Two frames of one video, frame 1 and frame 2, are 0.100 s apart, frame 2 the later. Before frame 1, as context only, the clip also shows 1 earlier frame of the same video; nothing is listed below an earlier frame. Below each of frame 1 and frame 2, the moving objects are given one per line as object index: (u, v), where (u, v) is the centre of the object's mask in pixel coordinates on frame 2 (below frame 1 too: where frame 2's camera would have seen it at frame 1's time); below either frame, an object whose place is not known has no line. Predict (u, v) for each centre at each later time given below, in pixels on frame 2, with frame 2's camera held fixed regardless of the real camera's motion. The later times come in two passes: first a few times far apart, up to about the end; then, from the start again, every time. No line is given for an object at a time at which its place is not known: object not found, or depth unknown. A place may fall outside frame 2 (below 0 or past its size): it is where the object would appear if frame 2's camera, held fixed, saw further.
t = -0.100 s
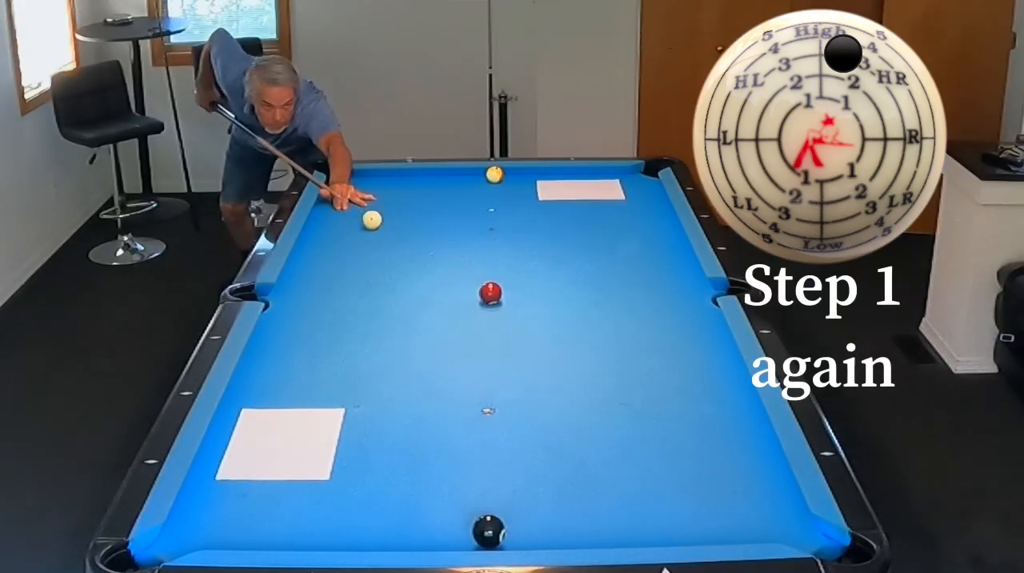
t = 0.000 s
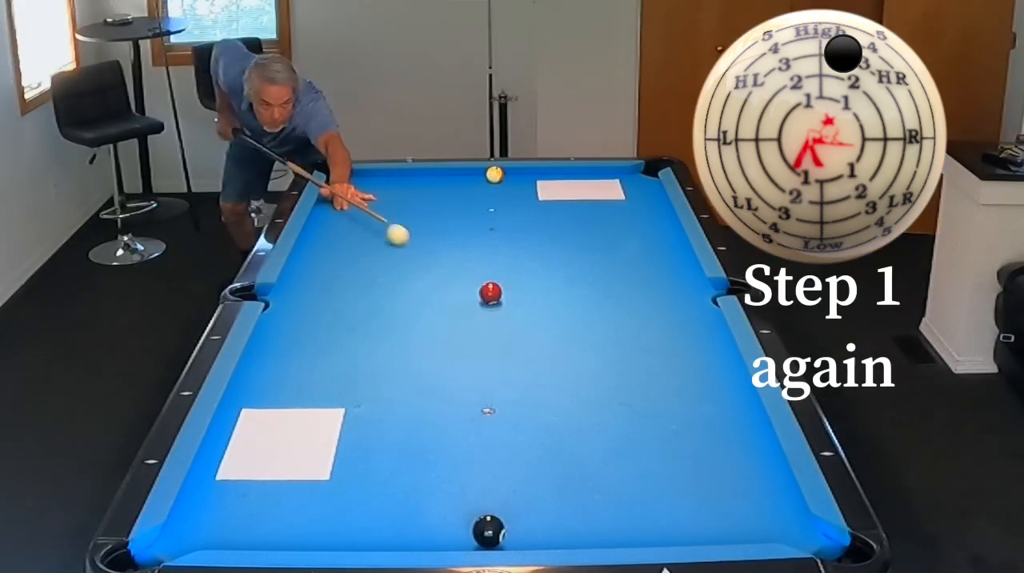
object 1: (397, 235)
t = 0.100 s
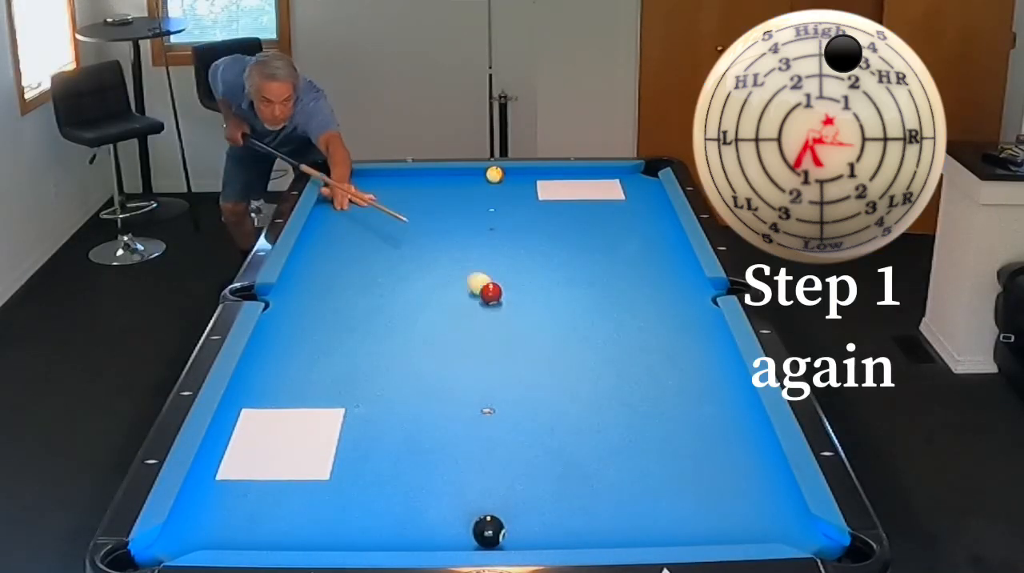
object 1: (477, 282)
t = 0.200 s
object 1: (500, 284)
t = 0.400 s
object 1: (556, 295)
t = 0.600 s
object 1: (634, 319)
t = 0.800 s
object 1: (722, 347)
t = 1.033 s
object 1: (689, 372)
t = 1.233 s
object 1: (657, 394)
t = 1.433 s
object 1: (622, 417)
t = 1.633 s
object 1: (585, 441)
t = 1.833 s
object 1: (546, 466)
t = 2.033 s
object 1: (505, 492)
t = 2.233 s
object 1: (461, 518)
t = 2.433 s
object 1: (411, 538)
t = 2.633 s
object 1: (369, 533)
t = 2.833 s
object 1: (331, 522)
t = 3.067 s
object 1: (291, 508)
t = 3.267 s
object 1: (259, 498)
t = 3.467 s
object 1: (229, 489)
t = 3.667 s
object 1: (203, 479)
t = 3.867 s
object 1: (215, 472)
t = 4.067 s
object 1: (233, 466)
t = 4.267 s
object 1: (249, 460)
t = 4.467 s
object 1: (264, 454)
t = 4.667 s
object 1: (275, 449)
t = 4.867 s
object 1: (286, 445)
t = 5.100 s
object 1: (298, 441)
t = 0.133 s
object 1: (486, 283)
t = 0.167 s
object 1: (494, 284)
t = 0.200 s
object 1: (500, 284)
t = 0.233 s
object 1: (508, 285)
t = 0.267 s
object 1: (516, 286)
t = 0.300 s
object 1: (525, 287)
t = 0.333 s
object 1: (535, 289)
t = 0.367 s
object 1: (545, 292)
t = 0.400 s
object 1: (556, 295)
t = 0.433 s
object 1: (568, 298)
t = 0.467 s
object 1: (580, 302)
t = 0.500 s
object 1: (593, 306)
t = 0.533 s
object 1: (607, 310)
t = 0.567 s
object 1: (621, 315)
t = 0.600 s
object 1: (634, 319)
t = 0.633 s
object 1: (648, 324)
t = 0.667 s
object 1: (663, 328)
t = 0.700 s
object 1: (677, 333)
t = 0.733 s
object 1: (692, 338)
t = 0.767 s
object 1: (706, 343)
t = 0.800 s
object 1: (722, 347)
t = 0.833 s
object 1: (723, 352)
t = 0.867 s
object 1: (716, 355)
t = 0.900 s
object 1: (711, 358)
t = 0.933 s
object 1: (706, 362)
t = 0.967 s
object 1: (700, 365)
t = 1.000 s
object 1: (695, 369)
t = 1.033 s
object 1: (689, 372)
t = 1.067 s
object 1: (684, 376)
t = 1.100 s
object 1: (679, 379)
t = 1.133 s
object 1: (673, 383)
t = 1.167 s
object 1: (668, 387)
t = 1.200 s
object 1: (662, 390)
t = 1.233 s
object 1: (657, 394)
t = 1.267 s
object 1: (651, 398)
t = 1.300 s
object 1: (645, 401)
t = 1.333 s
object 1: (639, 405)
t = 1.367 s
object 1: (633, 409)
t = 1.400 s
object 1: (628, 413)
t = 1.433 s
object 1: (622, 417)
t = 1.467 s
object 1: (616, 421)
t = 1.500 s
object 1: (610, 425)
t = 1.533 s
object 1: (603, 429)
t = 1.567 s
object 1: (598, 433)
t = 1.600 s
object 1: (591, 437)
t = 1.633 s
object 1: (585, 441)
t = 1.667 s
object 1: (578, 445)
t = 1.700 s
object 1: (572, 449)
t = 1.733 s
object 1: (566, 453)
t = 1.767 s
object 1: (559, 457)
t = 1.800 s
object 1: (553, 462)
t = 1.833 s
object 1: (546, 466)
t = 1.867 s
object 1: (539, 470)
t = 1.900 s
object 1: (533, 475)
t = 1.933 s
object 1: (526, 479)
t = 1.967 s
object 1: (519, 483)
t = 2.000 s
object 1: (512, 488)
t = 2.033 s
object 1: (505, 492)
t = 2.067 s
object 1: (498, 497)
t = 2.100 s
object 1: (491, 500)
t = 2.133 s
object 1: (484, 504)
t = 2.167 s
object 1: (475, 508)
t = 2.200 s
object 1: (468, 513)
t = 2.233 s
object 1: (461, 518)
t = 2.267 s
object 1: (453, 522)
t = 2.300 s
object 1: (445, 526)
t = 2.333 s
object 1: (437, 530)
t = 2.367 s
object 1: (428, 533)
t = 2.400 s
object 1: (420, 536)
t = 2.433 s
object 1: (411, 538)
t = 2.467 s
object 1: (403, 540)
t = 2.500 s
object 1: (395, 539)
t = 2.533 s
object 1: (389, 538)
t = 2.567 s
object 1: (382, 537)
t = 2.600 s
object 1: (376, 535)
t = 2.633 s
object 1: (369, 533)
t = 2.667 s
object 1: (362, 532)
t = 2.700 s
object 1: (356, 530)
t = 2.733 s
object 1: (350, 528)
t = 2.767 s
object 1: (343, 525)
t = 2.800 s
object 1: (337, 523)
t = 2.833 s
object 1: (331, 522)
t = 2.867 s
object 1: (325, 520)
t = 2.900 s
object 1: (319, 518)
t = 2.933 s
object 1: (313, 516)
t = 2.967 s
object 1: (307, 514)
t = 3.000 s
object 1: (302, 512)
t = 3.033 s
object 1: (296, 510)
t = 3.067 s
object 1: (291, 508)
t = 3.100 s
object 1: (285, 506)
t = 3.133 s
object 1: (280, 505)
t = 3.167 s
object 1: (274, 503)
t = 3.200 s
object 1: (269, 501)
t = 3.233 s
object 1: (264, 500)
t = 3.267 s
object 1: (259, 498)
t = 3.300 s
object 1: (254, 496)
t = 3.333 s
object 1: (249, 494)
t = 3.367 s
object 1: (244, 493)
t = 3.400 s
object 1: (239, 492)
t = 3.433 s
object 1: (234, 490)
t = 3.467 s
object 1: (229, 489)
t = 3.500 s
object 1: (225, 487)
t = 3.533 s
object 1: (220, 486)
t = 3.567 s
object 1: (215, 484)
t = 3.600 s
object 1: (211, 482)
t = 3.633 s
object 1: (207, 480)
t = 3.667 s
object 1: (203, 479)
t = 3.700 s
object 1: (200, 477)
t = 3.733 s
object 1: (204, 476)
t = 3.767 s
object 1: (207, 475)
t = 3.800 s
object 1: (210, 474)
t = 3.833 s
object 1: (212, 473)
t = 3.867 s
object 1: (215, 472)
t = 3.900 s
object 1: (218, 471)
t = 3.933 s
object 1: (222, 469)
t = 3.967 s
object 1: (225, 468)
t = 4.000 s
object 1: (227, 467)
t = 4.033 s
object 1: (230, 467)
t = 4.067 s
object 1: (233, 466)
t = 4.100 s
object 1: (236, 464)
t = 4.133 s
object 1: (239, 462)
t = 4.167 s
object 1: (242, 462)
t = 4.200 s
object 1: (244, 461)
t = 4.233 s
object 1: (247, 460)
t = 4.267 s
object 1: (249, 460)
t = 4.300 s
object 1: (251, 459)
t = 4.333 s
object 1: (253, 458)
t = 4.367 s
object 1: (256, 456)
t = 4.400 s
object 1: (259, 456)
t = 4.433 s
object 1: (262, 455)
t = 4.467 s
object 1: (264, 454)
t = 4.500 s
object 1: (266, 454)
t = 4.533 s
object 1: (267, 453)
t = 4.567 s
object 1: (269, 452)
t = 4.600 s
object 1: (271, 452)
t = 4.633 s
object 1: (272, 451)
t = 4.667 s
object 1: (275, 449)
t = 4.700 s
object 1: (277, 448)
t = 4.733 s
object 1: (279, 448)
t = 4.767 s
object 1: (282, 447)
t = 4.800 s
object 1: (283, 446)
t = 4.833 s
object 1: (285, 446)
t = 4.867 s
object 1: (286, 445)
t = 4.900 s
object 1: (288, 445)
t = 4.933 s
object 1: (290, 444)
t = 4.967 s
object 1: (291, 444)
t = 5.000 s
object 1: (293, 443)
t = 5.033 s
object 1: (294, 442)
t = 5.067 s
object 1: (296, 442)
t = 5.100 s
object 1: (298, 441)
